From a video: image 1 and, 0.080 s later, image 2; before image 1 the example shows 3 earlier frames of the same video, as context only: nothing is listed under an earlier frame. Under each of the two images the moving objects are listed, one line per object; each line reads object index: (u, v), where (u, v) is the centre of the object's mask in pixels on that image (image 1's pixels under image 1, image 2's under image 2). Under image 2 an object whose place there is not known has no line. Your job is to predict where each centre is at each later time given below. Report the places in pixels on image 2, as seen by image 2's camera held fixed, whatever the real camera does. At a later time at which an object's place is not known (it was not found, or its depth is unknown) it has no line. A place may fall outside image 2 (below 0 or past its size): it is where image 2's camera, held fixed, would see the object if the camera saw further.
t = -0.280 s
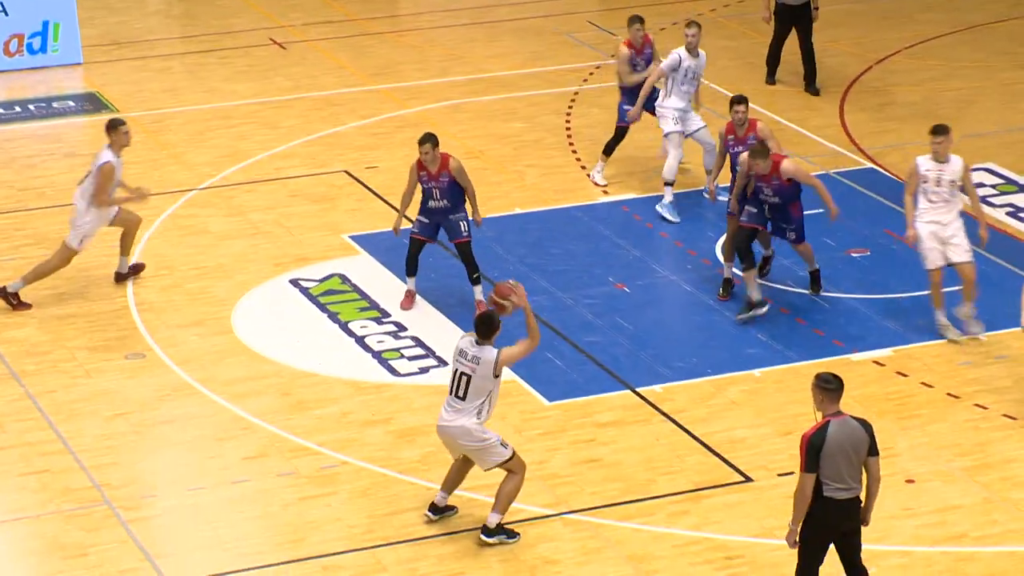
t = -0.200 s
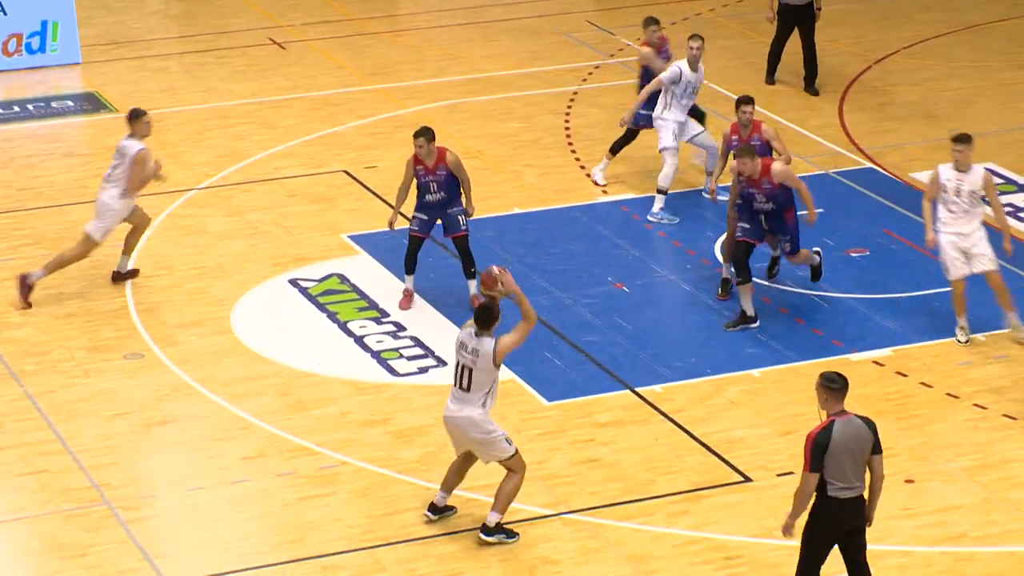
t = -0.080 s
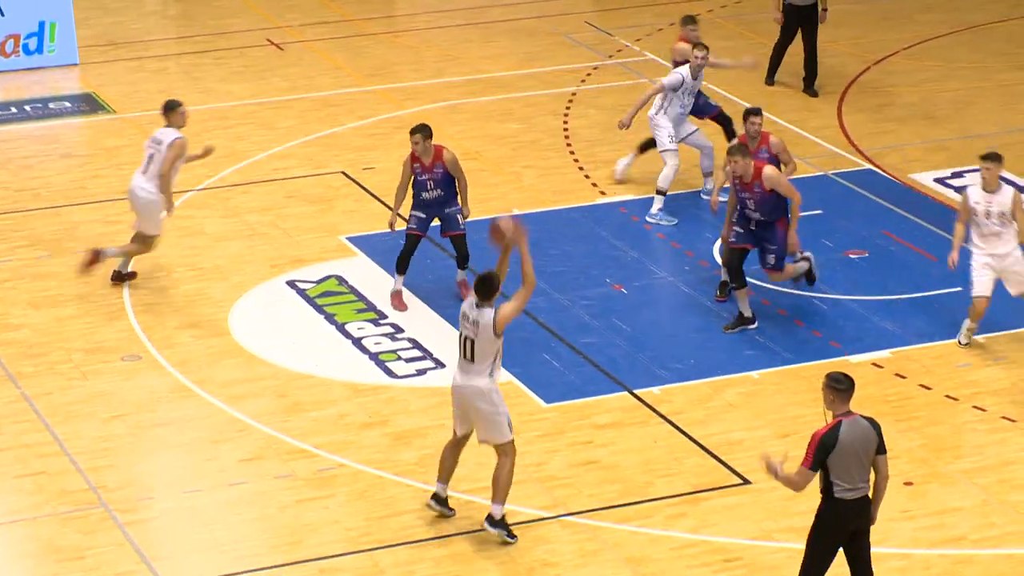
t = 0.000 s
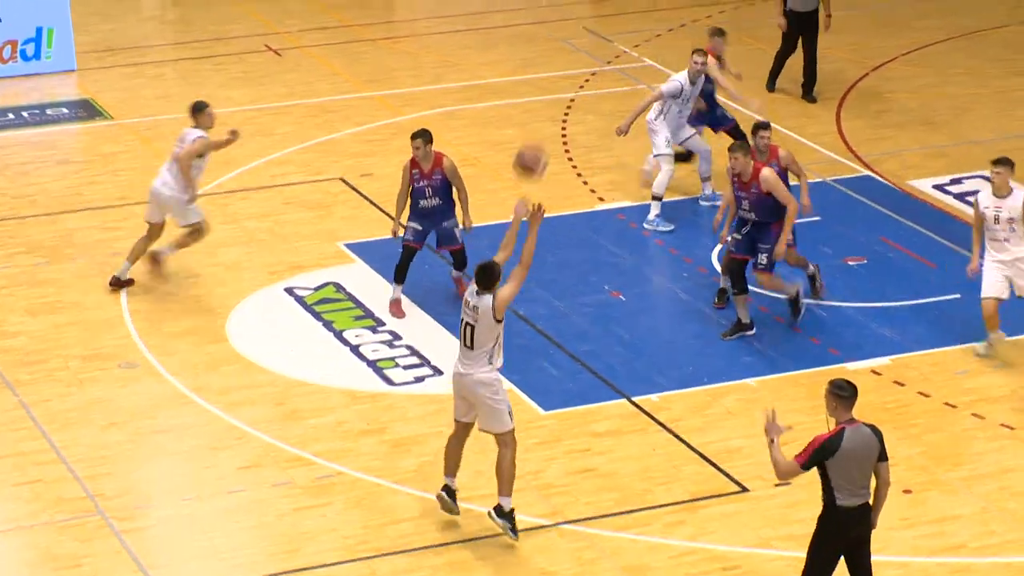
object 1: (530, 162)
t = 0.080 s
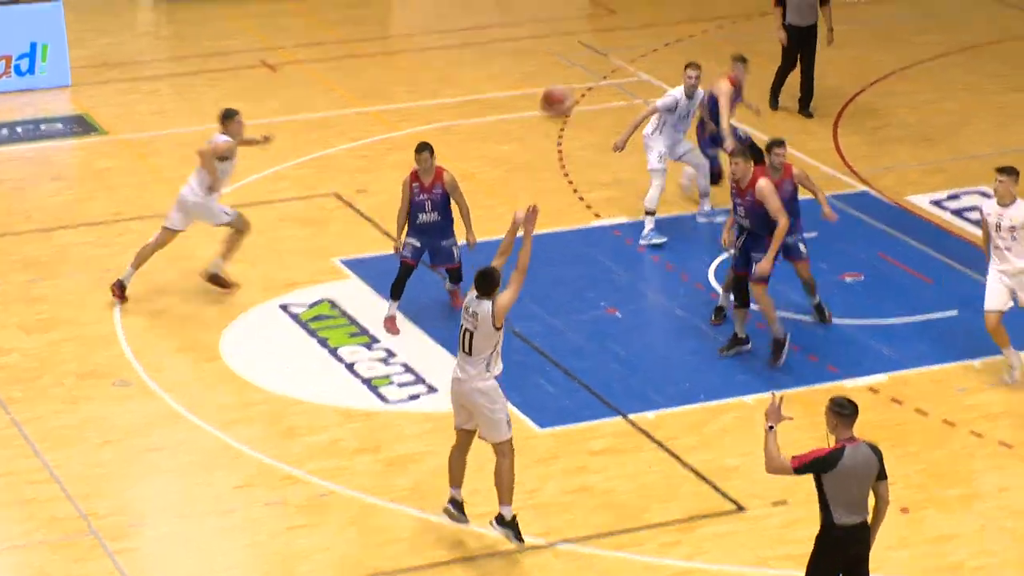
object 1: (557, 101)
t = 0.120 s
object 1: (572, 68)
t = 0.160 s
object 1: (587, 36)
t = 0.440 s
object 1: (686, -118)
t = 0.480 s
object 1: (700, -130)
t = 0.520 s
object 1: (713, -141)
